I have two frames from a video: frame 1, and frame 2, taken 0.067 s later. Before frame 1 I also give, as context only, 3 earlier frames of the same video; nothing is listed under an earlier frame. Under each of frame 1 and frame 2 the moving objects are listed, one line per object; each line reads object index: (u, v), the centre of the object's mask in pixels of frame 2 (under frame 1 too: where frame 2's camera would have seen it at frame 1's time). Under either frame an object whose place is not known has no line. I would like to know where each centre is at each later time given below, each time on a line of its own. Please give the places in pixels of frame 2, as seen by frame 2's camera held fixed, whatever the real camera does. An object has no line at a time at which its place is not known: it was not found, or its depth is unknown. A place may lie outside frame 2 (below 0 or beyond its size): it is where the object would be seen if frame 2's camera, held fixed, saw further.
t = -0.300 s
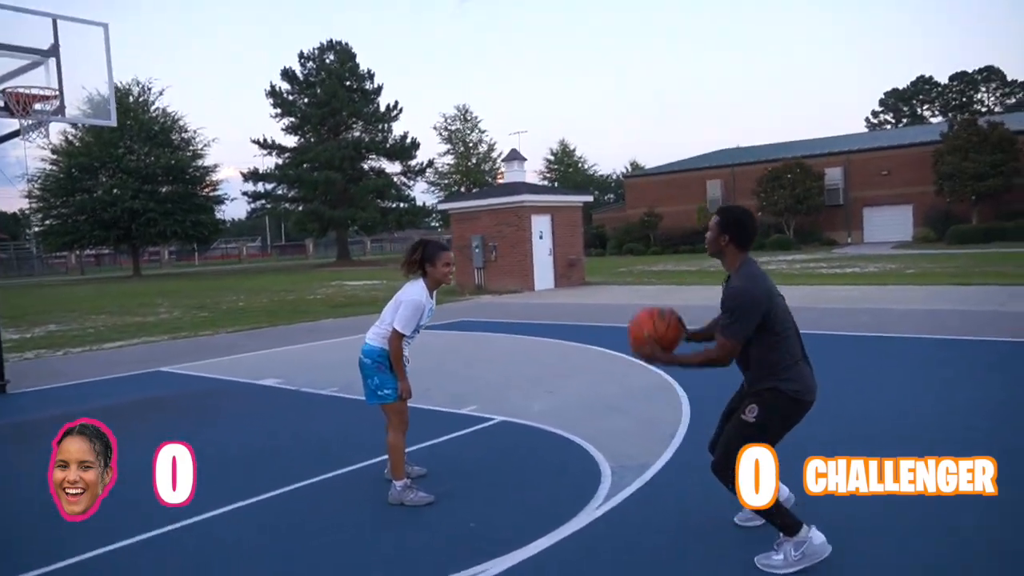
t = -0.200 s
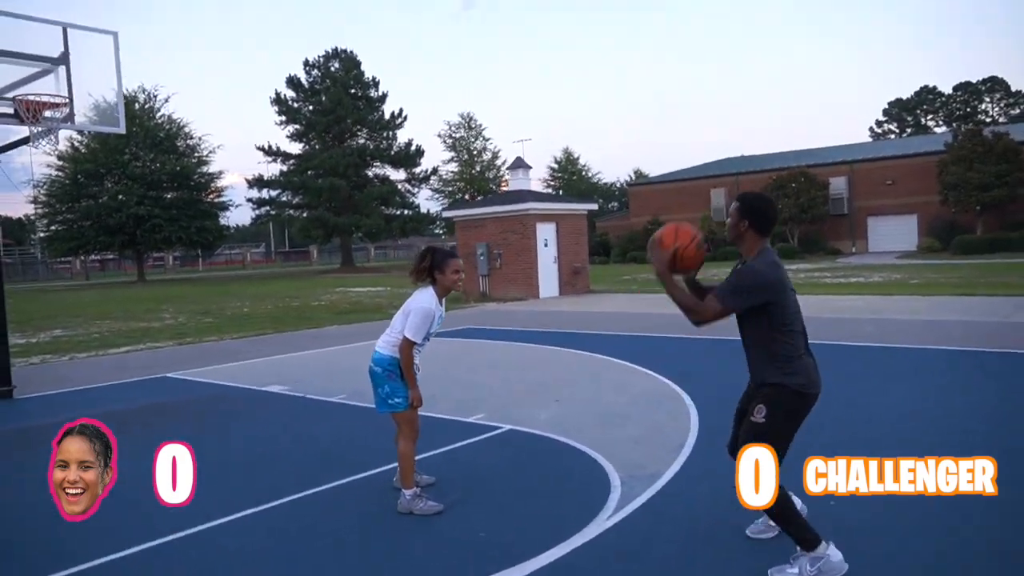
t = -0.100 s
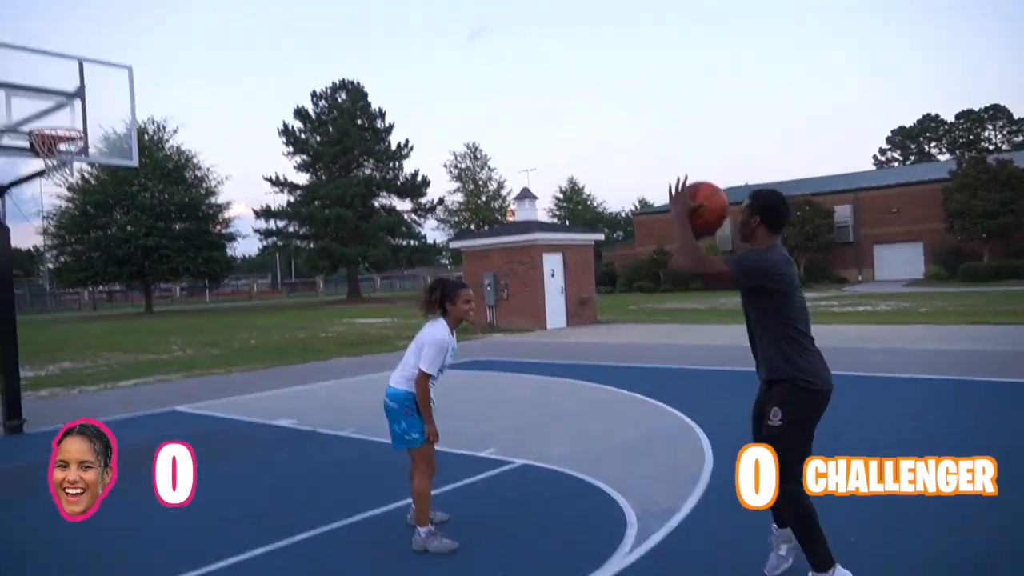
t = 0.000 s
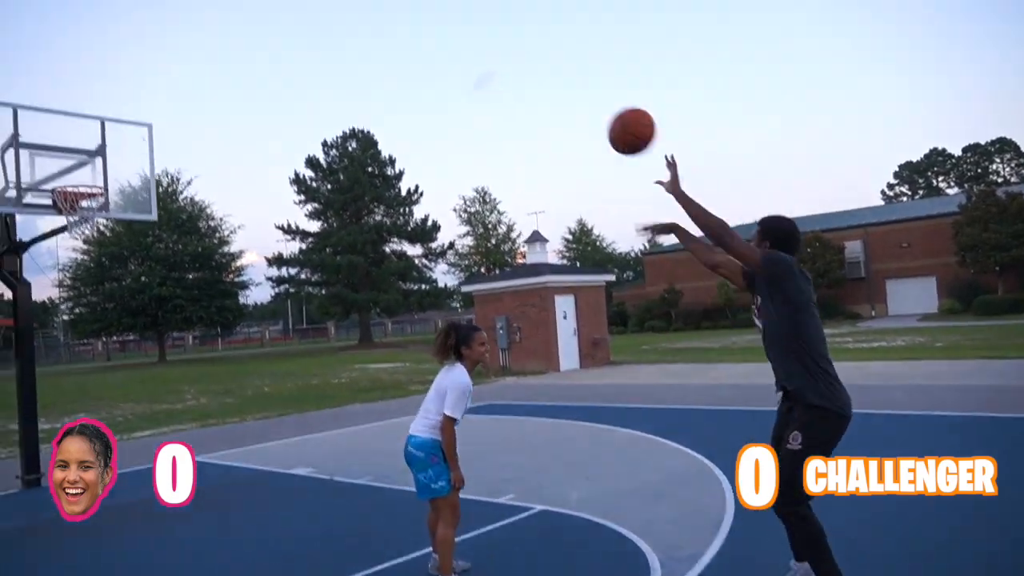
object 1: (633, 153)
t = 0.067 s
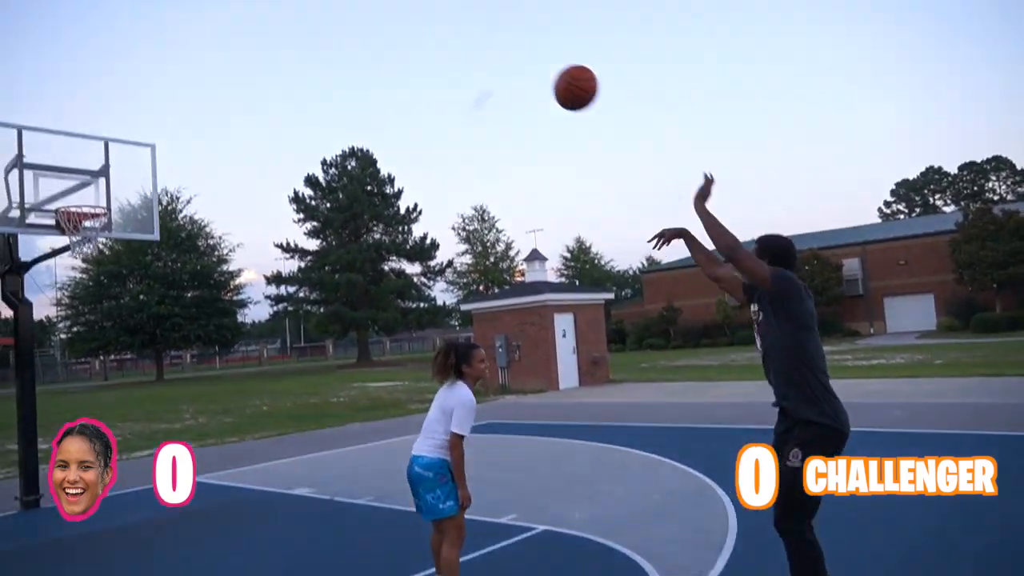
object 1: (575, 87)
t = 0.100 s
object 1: (549, 61)
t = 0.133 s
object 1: (523, 39)
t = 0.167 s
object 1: (499, 21)
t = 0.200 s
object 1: (478, 3)
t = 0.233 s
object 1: (457, -8)
